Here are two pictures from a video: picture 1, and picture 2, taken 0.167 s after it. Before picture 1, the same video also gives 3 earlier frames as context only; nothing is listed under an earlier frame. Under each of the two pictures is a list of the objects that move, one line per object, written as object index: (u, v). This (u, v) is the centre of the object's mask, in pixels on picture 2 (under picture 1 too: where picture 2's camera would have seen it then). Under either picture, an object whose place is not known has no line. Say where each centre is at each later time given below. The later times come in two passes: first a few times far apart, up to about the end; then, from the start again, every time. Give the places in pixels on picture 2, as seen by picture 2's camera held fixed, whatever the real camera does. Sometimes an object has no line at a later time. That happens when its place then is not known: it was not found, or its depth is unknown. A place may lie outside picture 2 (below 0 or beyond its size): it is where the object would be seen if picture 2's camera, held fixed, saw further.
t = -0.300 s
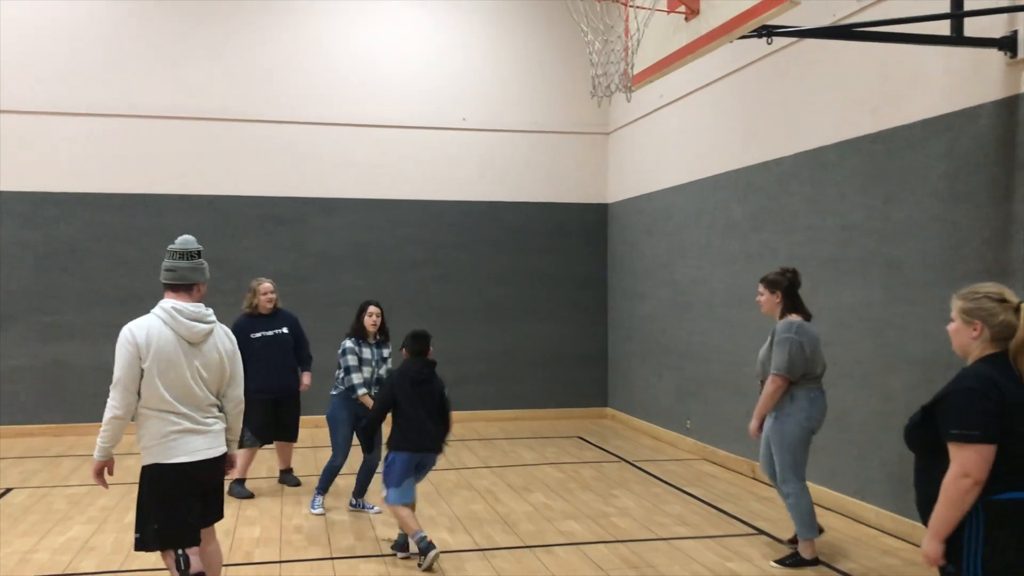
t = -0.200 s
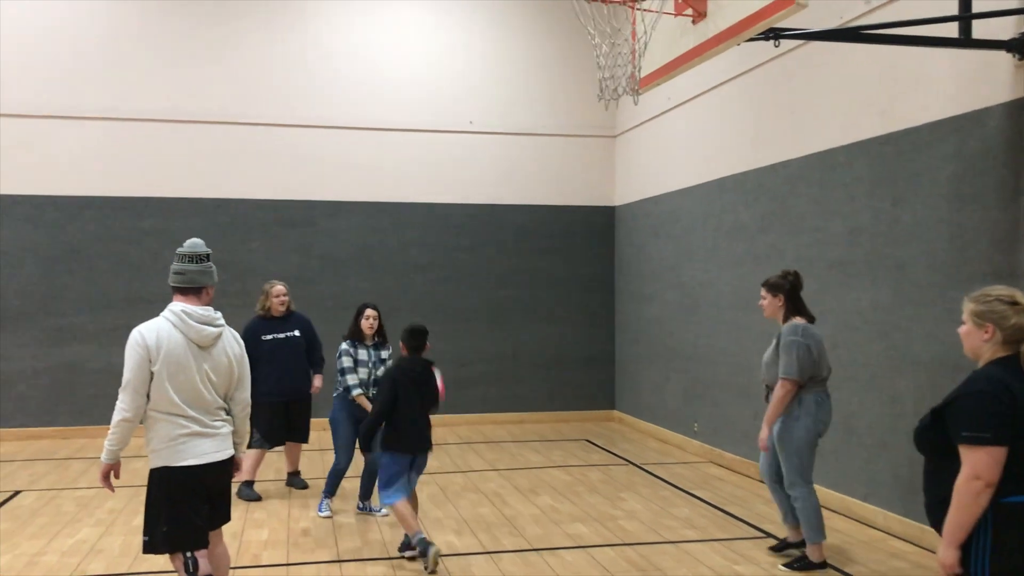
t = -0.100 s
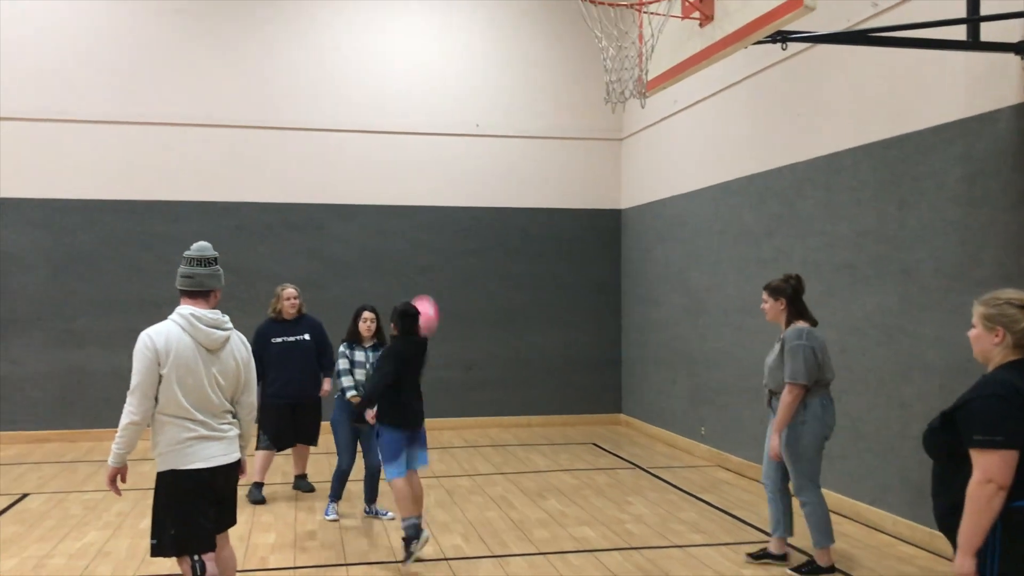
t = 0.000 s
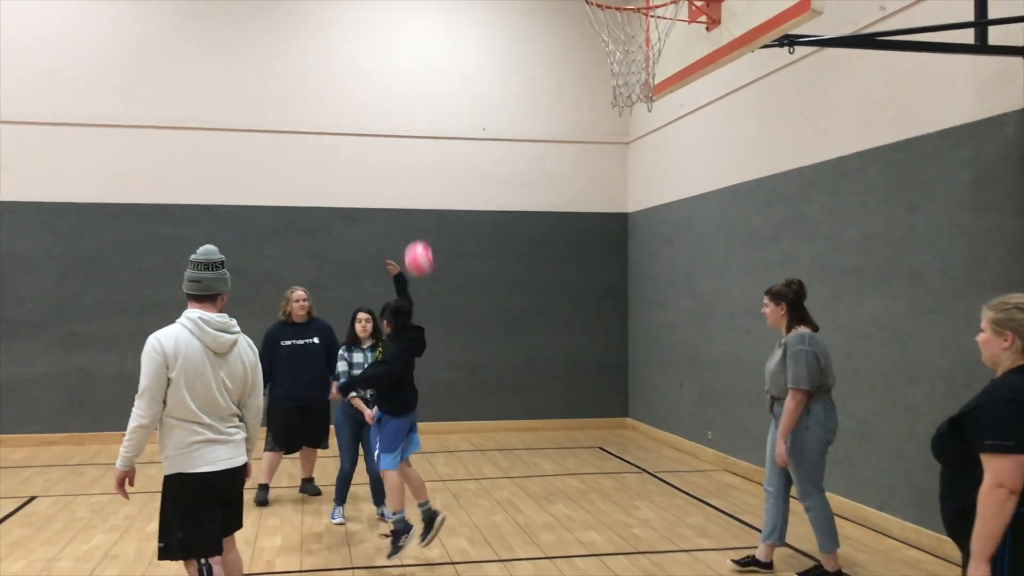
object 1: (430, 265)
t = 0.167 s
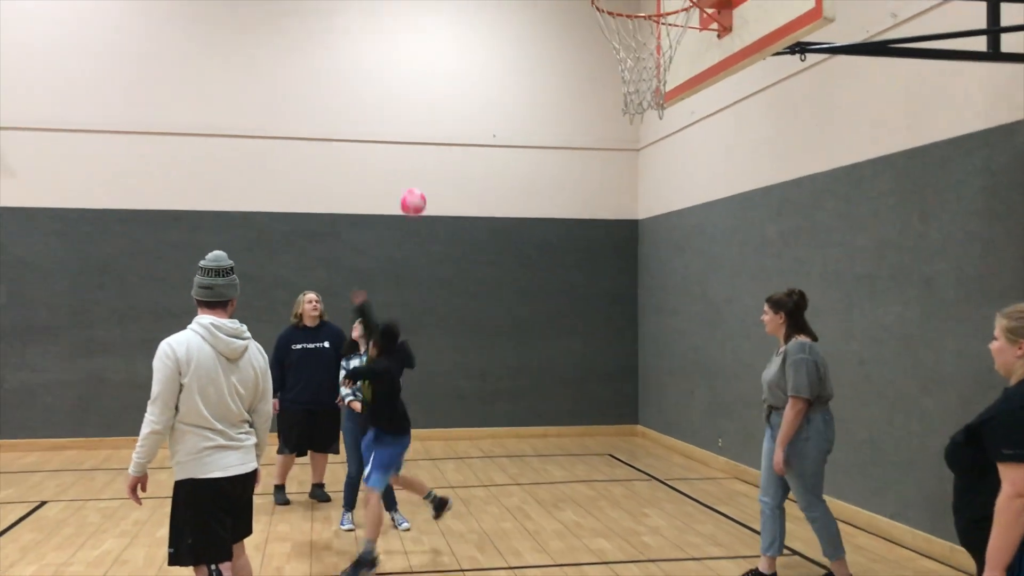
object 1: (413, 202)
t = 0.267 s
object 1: (404, 184)
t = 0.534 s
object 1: (383, 195)
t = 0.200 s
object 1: (410, 194)
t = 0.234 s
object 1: (406, 189)
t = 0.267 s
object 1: (404, 184)
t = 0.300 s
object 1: (401, 180)
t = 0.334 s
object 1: (398, 178)
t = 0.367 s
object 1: (396, 178)
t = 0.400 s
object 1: (394, 179)
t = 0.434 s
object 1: (392, 181)
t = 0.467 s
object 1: (388, 185)
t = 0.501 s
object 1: (386, 189)
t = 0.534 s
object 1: (383, 195)
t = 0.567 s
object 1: (381, 201)
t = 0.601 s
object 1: (378, 209)
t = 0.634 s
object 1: (376, 218)
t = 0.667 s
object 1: (374, 229)
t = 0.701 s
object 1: (372, 239)
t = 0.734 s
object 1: (370, 252)
